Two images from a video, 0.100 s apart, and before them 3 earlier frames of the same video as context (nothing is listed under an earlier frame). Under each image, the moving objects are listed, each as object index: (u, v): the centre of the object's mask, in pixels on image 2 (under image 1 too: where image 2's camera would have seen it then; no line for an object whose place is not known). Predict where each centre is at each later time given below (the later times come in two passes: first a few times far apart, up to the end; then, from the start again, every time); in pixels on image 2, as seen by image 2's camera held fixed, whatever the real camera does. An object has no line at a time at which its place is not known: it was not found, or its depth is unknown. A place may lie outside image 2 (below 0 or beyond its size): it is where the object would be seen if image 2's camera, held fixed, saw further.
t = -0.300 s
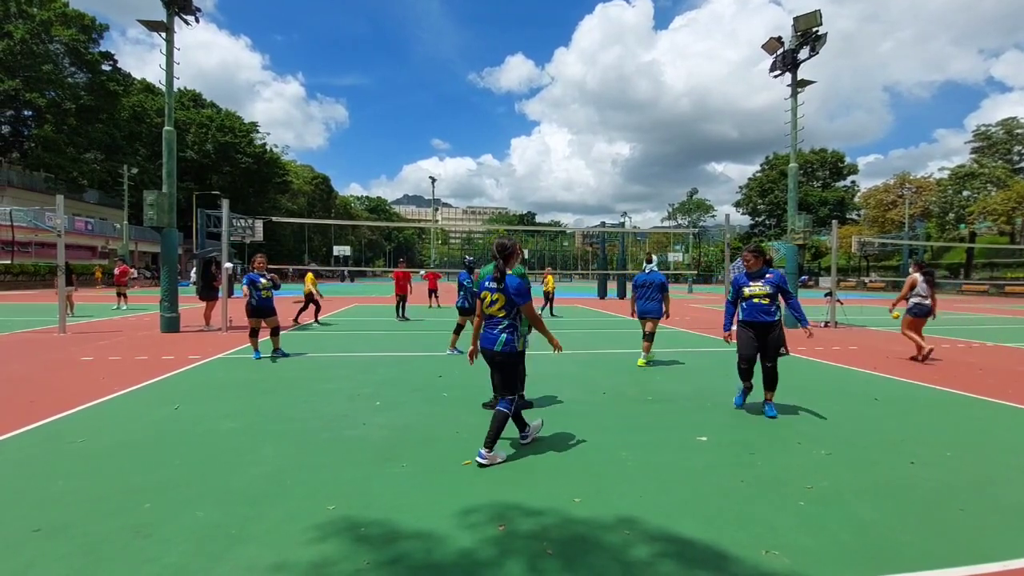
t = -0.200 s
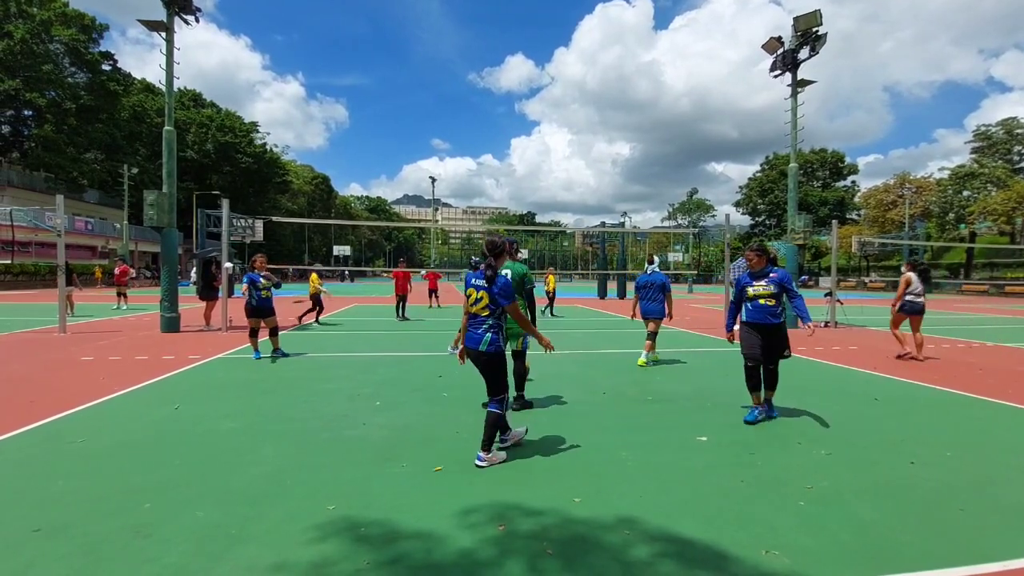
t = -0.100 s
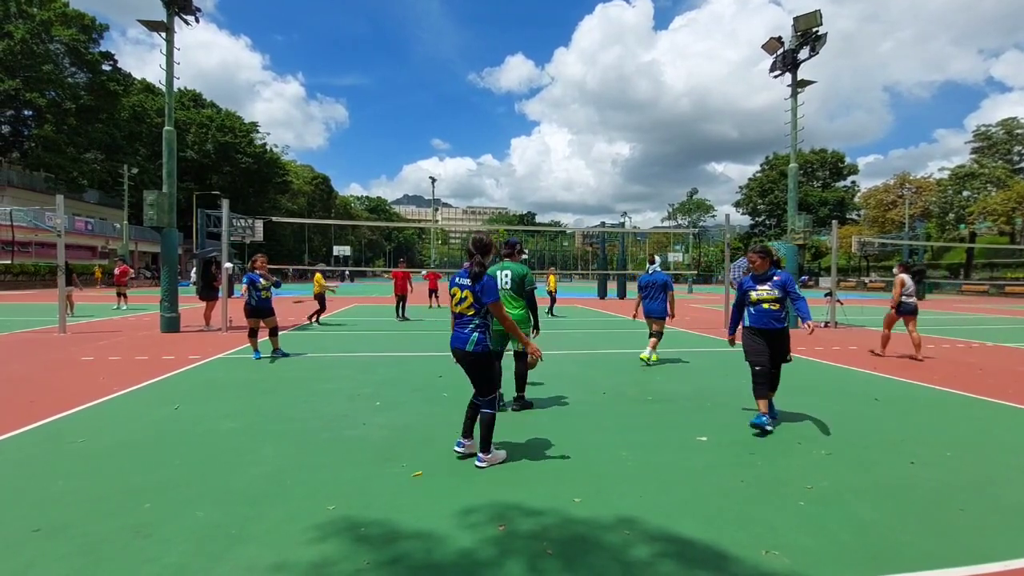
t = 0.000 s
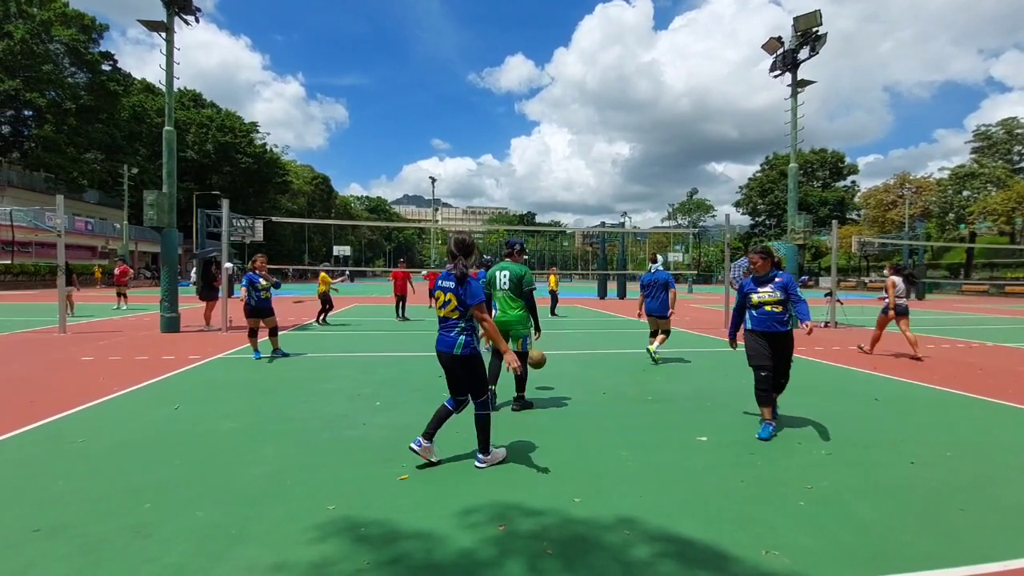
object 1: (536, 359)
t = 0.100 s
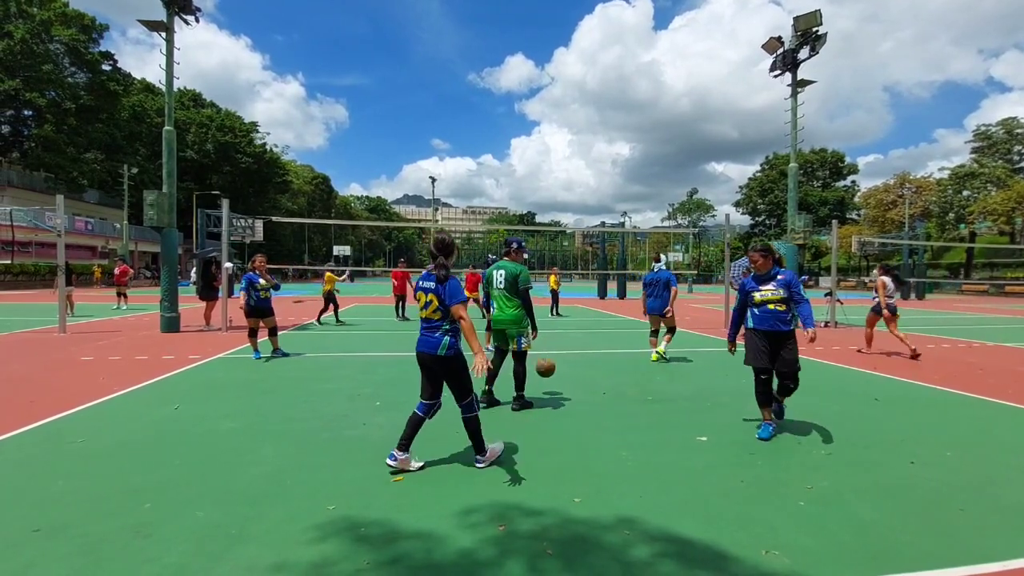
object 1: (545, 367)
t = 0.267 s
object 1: (562, 387)
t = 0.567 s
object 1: (598, 402)
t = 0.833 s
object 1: (642, 416)
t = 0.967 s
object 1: (669, 448)
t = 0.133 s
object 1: (548, 373)
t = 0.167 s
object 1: (551, 378)
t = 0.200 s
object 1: (554, 385)
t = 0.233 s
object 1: (558, 392)
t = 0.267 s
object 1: (562, 387)
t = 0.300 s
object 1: (565, 384)
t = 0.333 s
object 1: (569, 382)
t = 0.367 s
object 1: (573, 382)
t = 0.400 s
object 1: (577, 382)
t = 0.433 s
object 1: (581, 383)
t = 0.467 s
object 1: (585, 386)
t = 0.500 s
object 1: (589, 390)
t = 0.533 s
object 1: (594, 395)
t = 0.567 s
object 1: (598, 402)
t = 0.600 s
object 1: (603, 411)
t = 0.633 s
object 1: (608, 417)
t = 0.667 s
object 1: (613, 413)
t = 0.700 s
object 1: (618, 411)
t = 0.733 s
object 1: (624, 410)
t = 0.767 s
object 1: (629, 410)
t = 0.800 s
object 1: (636, 412)
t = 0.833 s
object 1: (642, 416)
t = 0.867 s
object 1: (648, 422)
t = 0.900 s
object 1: (655, 428)
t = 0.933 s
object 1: (662, 438)
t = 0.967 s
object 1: (669, 448)
